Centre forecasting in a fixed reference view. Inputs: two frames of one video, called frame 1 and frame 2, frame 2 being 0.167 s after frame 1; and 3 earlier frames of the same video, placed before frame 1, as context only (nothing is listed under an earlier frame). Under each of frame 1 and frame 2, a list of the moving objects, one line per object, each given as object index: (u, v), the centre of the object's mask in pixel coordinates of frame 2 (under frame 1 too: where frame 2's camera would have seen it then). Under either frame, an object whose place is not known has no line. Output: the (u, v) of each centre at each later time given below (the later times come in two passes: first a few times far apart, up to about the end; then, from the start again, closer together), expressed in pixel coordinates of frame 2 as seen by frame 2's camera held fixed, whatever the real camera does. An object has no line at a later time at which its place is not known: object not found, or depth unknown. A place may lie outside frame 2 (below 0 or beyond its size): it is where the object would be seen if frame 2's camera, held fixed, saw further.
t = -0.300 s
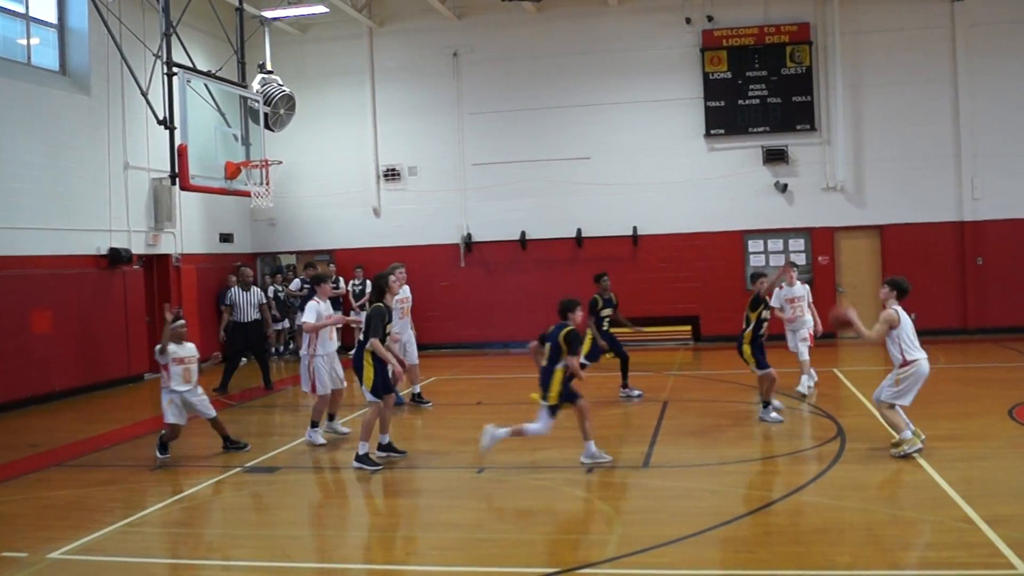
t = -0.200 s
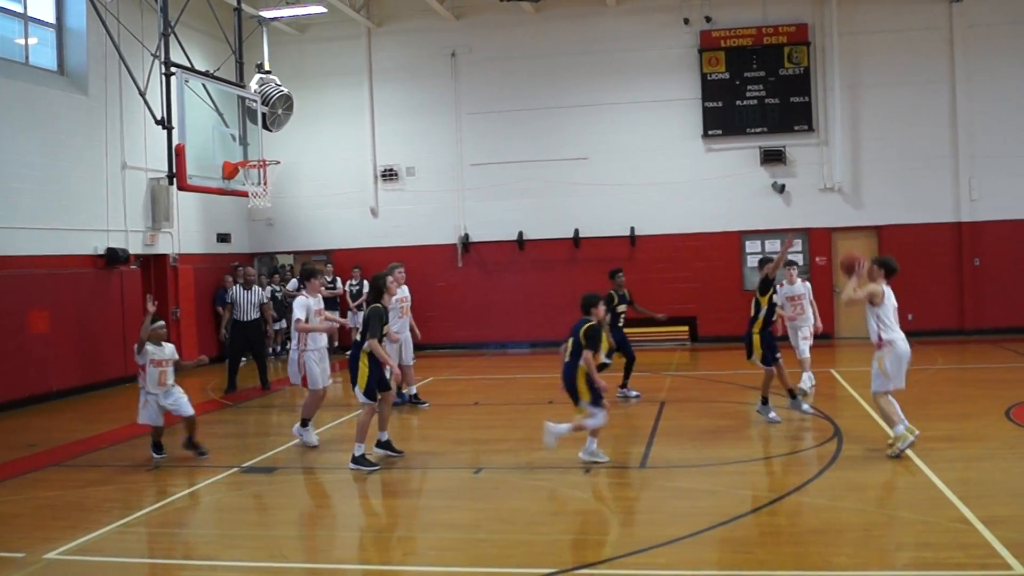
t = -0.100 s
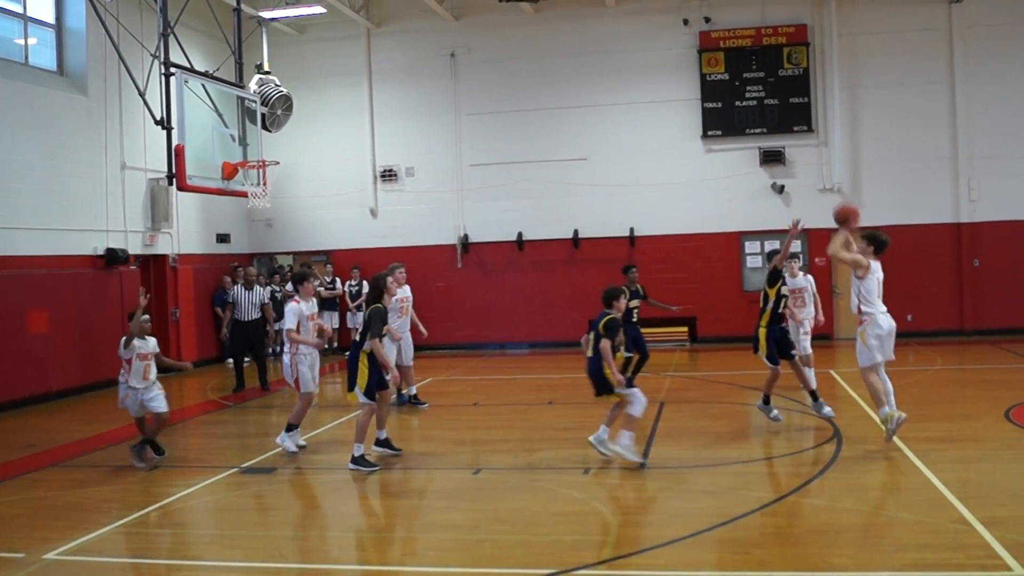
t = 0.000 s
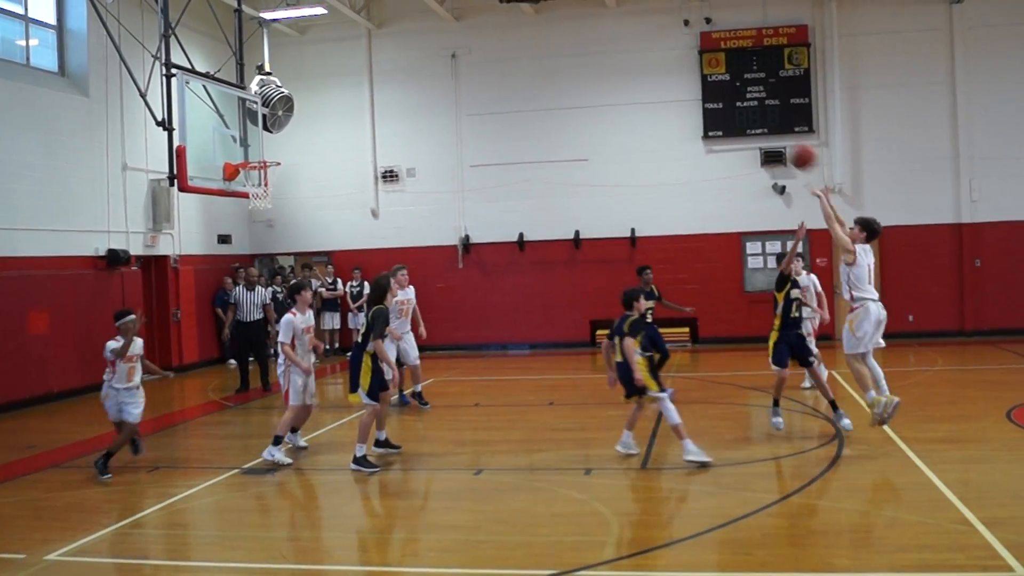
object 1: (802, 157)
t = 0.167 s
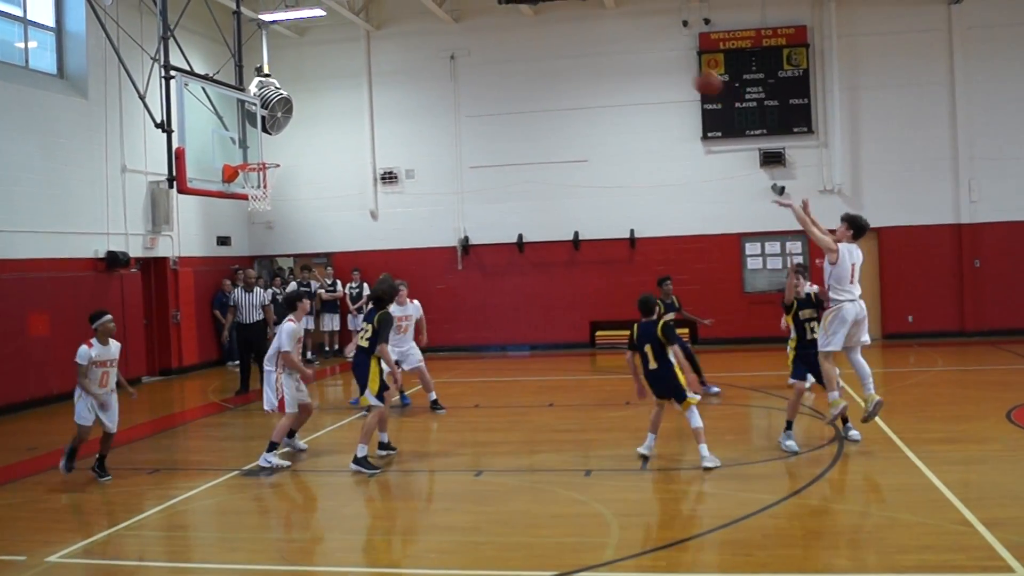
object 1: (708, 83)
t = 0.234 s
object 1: (671, 61)
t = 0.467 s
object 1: (554, 23)
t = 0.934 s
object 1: (355, 101)
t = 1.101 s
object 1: (293, 172)
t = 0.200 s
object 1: (688, 71)
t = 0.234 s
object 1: (671, 61)
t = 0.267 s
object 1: (654, 52)
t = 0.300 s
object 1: (637, 45)
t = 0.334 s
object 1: (619, 38)
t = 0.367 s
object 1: (602, 33)
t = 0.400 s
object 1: (586, 28)
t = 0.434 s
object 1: (570, 25)
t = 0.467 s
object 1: (554, 23)
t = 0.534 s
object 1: (523, 22)
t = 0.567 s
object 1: (508, 24)
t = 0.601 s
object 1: (493, 26)
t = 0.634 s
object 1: (479, 29)
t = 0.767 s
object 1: (421, 51)
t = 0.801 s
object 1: (408, 59)
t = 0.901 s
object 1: (368, 89)
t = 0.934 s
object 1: (355, 101)
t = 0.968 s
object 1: (342, 114)
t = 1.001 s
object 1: (329, 127)
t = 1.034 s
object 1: (316, 141)
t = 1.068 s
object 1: (304, 157)
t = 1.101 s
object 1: (293, 172)
